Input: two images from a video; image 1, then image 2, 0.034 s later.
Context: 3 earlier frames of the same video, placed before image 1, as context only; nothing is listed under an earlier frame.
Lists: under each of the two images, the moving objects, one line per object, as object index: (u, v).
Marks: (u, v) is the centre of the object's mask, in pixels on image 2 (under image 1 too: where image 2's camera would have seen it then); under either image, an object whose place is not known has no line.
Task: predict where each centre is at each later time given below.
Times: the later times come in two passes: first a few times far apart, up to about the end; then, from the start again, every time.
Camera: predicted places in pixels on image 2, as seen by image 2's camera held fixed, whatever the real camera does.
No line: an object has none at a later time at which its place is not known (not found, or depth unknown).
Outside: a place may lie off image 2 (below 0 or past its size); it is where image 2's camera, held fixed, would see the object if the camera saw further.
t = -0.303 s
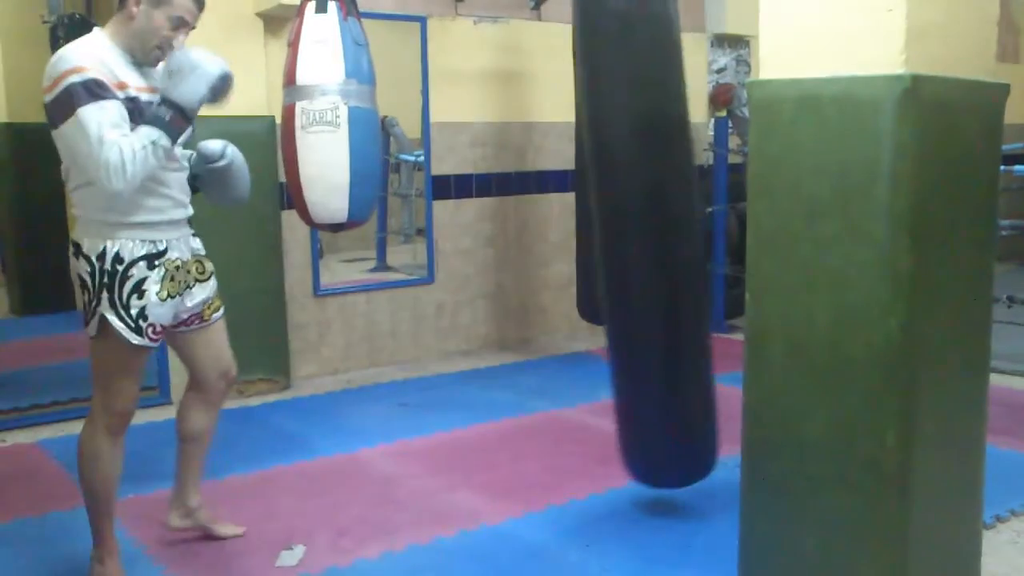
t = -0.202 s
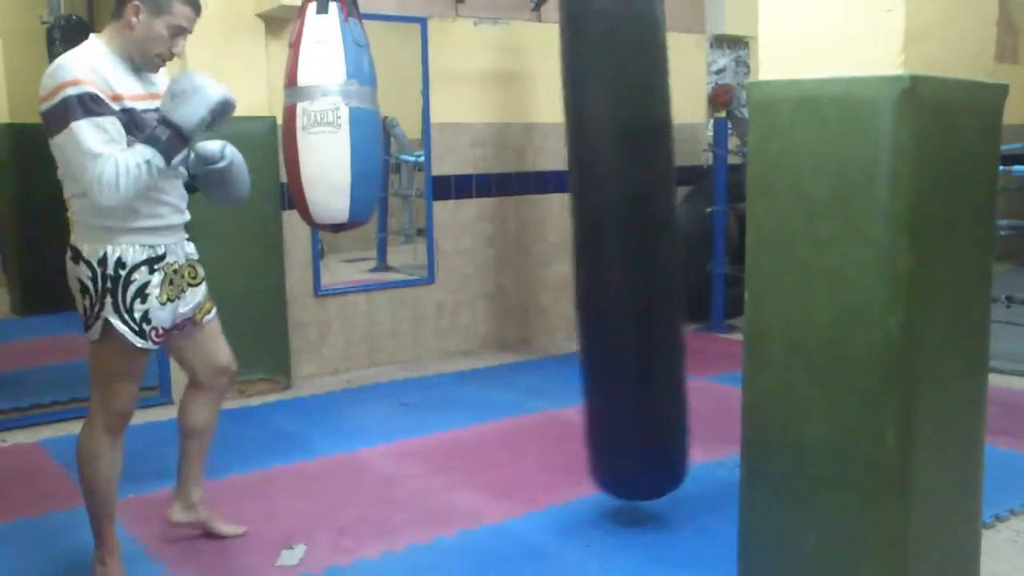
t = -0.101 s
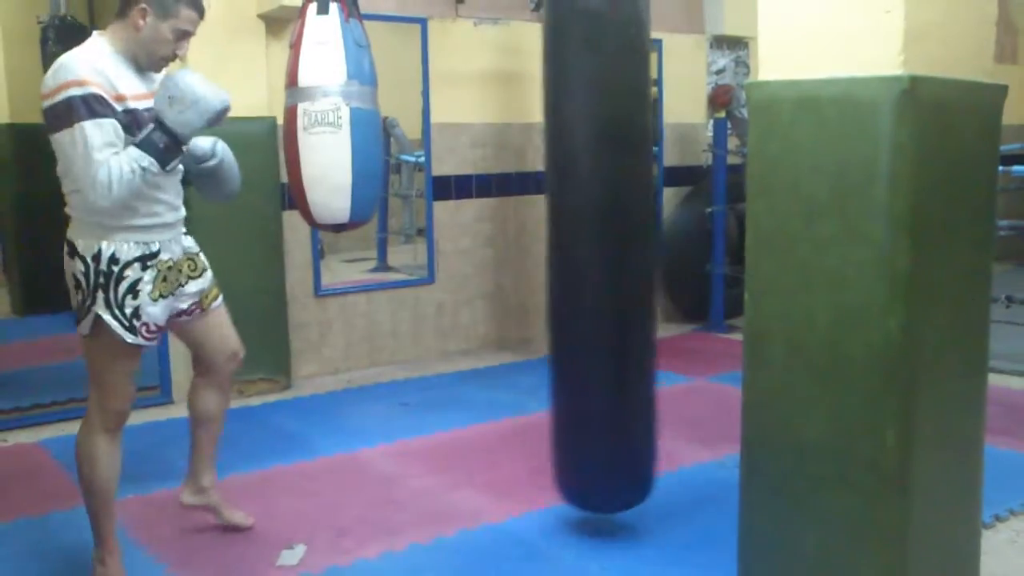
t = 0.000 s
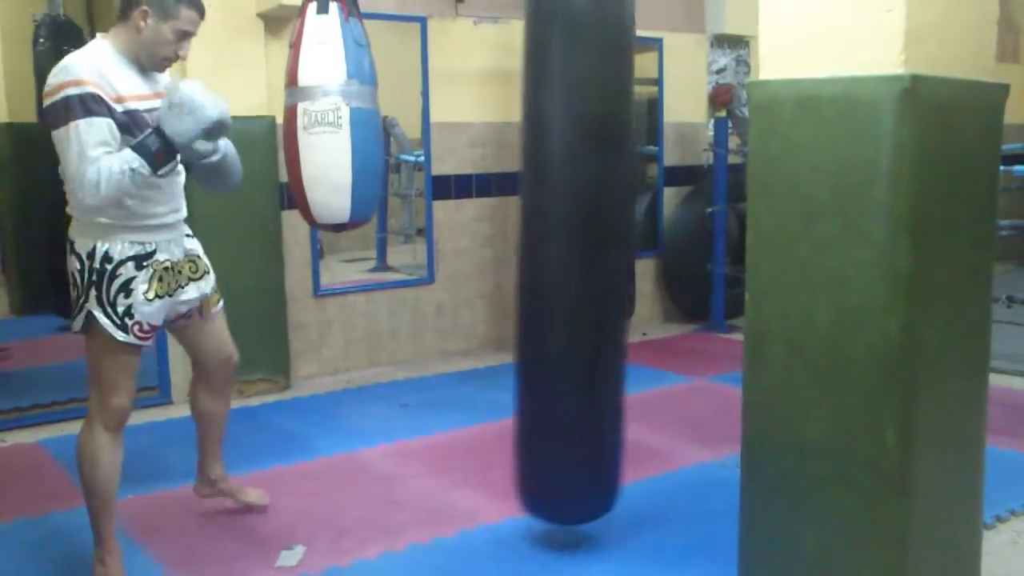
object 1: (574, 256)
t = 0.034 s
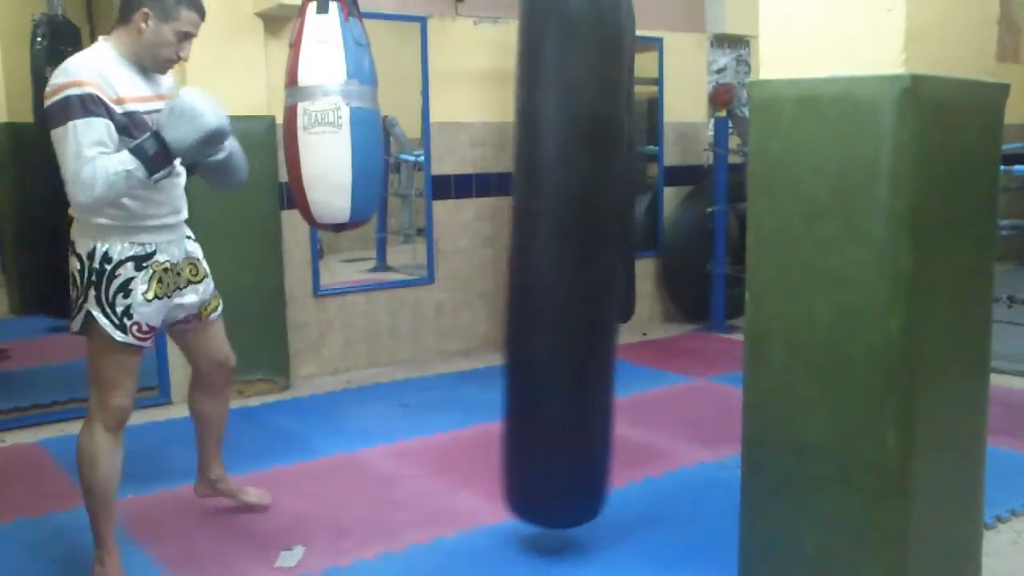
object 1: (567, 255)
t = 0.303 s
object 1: (496, 268)
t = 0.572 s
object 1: (458, 271)
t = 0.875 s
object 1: (478, 273)
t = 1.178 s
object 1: (550, 266)
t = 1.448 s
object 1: (619, 251)
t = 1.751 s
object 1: (670, 225)
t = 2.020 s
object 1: (678, 208)
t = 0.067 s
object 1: (559, 254)
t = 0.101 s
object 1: (546, 263)
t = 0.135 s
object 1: (538, 264)
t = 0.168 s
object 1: (528, 266)
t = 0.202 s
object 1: (520, 267)
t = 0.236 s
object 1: (511, 267)
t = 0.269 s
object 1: (504, 267)
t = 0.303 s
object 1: (496, 268)
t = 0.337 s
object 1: (489, 269)
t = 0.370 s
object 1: (483, 270)
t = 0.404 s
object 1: (477, 270)
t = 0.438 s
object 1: (472, 270)
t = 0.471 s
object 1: (467, 270)
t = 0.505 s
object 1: (463, 271)
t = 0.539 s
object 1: (460, 271)
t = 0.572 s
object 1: (458, 271)
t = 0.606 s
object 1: (457, 271)
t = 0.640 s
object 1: (457, 271)
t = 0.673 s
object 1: (457, 272)
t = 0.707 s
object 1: (459, 272)
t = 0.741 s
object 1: (461, 272)
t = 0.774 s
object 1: (464, 272)
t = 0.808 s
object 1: (468, 272)
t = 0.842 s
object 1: (473, 272)
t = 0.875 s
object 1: (478, 273)
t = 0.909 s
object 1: (484, 273)
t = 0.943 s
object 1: (491, 272)
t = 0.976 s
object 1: (499, 272)
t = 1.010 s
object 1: (507, 270)
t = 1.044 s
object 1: (515, 270)
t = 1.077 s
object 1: (523, 269)
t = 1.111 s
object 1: (531, 270)
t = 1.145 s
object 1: (540, 269)
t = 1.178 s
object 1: (550, 266)
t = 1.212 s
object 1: (558, 268)
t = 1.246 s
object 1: (570, 259)
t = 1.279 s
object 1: (578, 260)
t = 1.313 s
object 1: (586, 260)
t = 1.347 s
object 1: (594, 259)
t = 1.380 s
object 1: (604, 256)
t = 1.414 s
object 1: (611, 254)
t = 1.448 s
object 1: (619, 251)
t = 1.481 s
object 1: (627, 250)
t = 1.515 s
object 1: (634, 247)
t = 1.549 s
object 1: (642, 244)
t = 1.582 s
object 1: (649, 243)
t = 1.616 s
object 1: (654, 240)
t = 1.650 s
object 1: (659, 237)
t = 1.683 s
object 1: (663, 233)
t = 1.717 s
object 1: (667, 229)
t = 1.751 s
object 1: (670, 225)
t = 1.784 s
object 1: (672, 220)
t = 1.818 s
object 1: (674, 216)
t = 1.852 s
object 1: (675, 214)
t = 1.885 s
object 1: (677, 211)
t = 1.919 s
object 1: (678, 209)
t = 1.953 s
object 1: (678, 208)
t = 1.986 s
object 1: (678, 208)
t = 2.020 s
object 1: (678, 208)
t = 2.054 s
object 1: (678, 209)
